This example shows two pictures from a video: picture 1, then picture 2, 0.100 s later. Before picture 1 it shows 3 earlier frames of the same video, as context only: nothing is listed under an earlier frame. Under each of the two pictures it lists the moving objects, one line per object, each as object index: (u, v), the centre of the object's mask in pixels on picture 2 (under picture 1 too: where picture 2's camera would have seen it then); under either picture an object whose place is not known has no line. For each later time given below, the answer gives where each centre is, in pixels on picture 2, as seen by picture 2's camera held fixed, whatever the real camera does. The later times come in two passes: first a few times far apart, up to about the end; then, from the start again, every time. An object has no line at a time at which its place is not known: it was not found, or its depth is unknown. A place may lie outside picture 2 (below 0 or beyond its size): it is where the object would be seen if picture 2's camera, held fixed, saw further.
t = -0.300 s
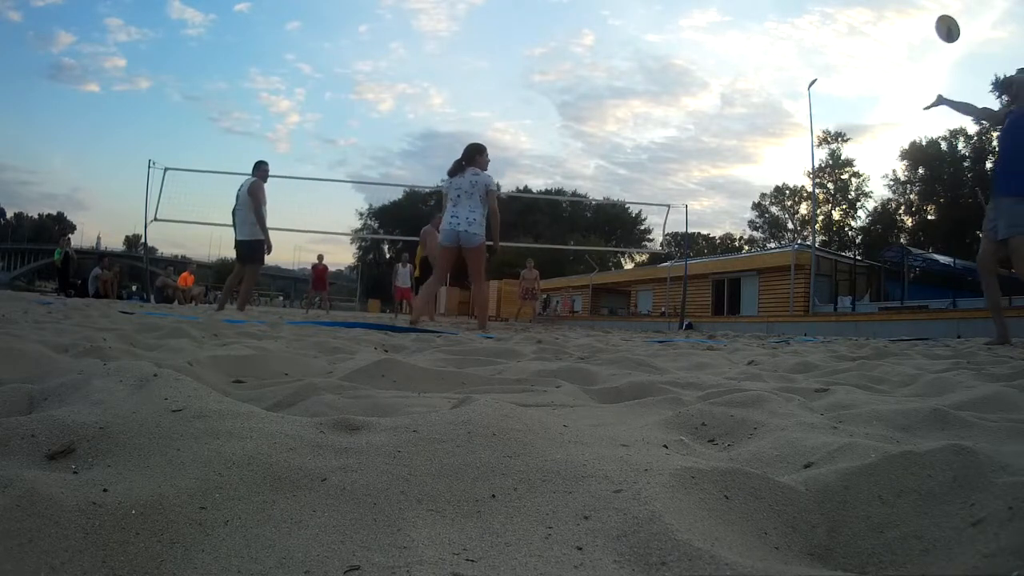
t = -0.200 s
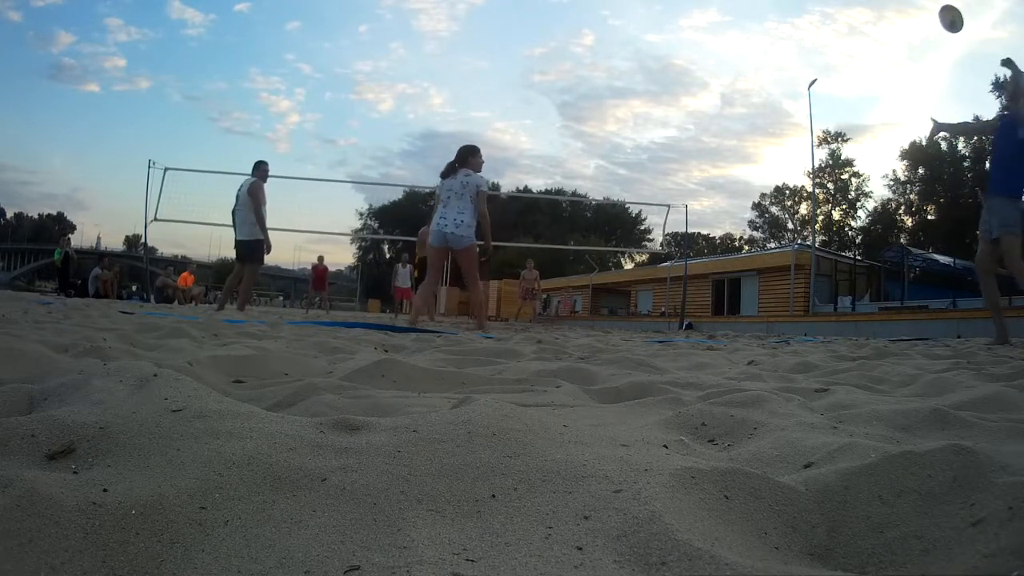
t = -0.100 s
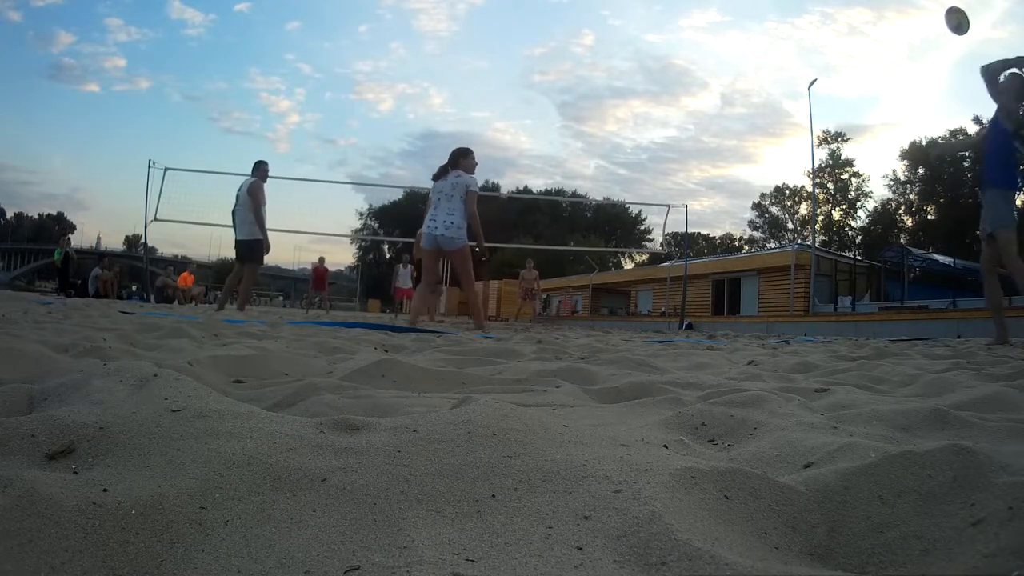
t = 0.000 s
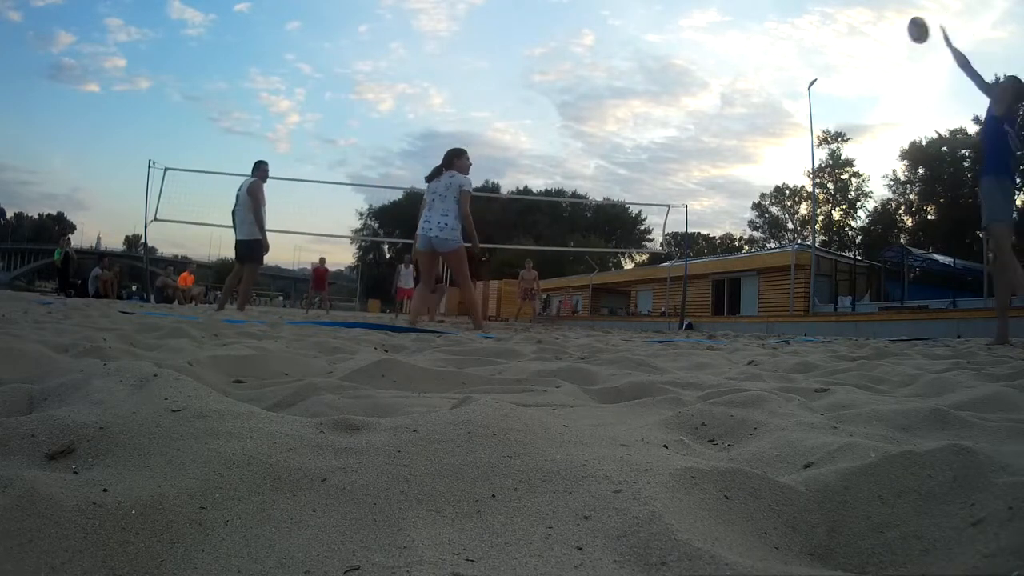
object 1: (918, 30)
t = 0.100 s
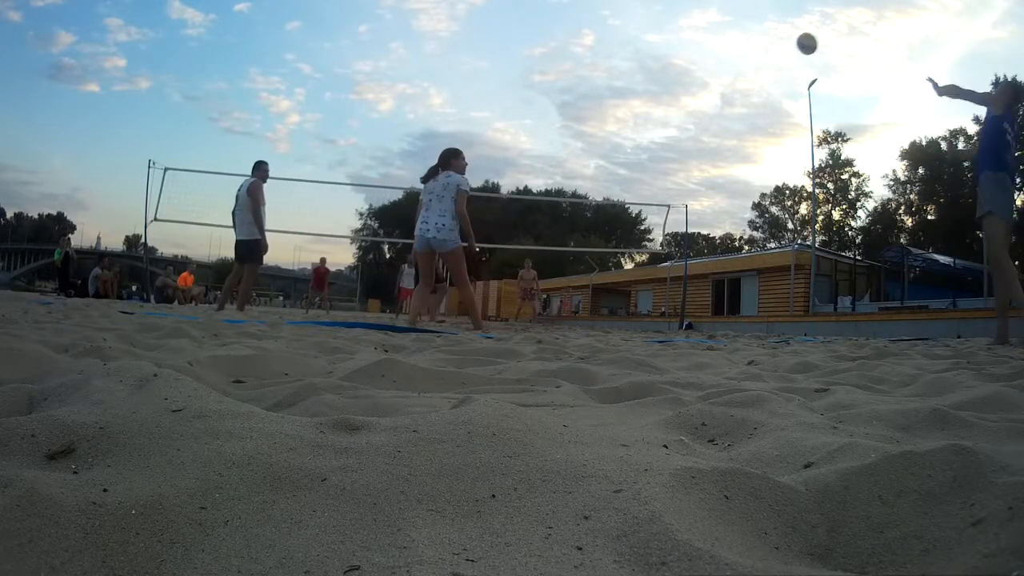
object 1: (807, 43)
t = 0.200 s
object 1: (730, 64)
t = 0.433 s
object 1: (622, 118)
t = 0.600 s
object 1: (574, 160)
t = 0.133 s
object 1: (778, 50)
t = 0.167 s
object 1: (753, 57)
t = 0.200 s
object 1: (730, 64)
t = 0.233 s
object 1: (711, 72)
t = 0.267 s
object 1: (692, 80)
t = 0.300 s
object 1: (676, 88)
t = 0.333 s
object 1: (661, 95)
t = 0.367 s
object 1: (647, 103)
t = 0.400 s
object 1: (634, 111)
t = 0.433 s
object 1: (622, 118)
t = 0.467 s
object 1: (611, 126)
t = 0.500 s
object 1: (601, 134)
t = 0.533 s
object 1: (591, 142)
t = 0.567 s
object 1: (583, 151)
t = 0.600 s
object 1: (574, 160)
